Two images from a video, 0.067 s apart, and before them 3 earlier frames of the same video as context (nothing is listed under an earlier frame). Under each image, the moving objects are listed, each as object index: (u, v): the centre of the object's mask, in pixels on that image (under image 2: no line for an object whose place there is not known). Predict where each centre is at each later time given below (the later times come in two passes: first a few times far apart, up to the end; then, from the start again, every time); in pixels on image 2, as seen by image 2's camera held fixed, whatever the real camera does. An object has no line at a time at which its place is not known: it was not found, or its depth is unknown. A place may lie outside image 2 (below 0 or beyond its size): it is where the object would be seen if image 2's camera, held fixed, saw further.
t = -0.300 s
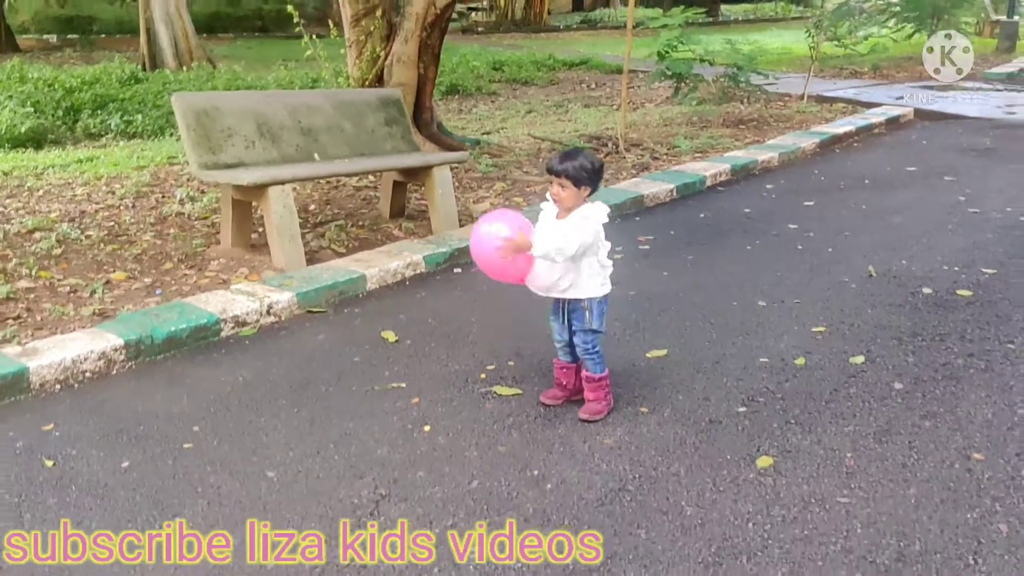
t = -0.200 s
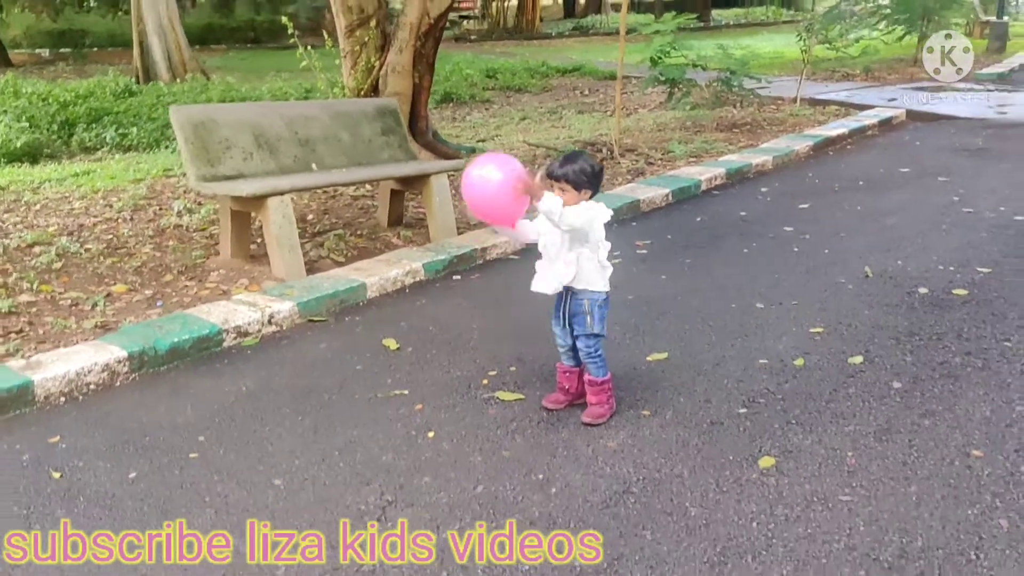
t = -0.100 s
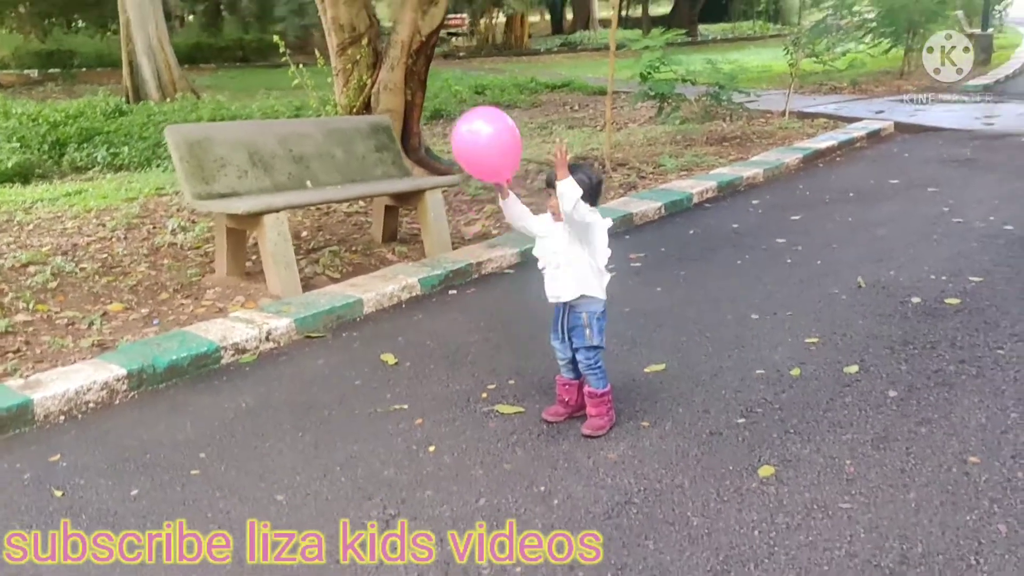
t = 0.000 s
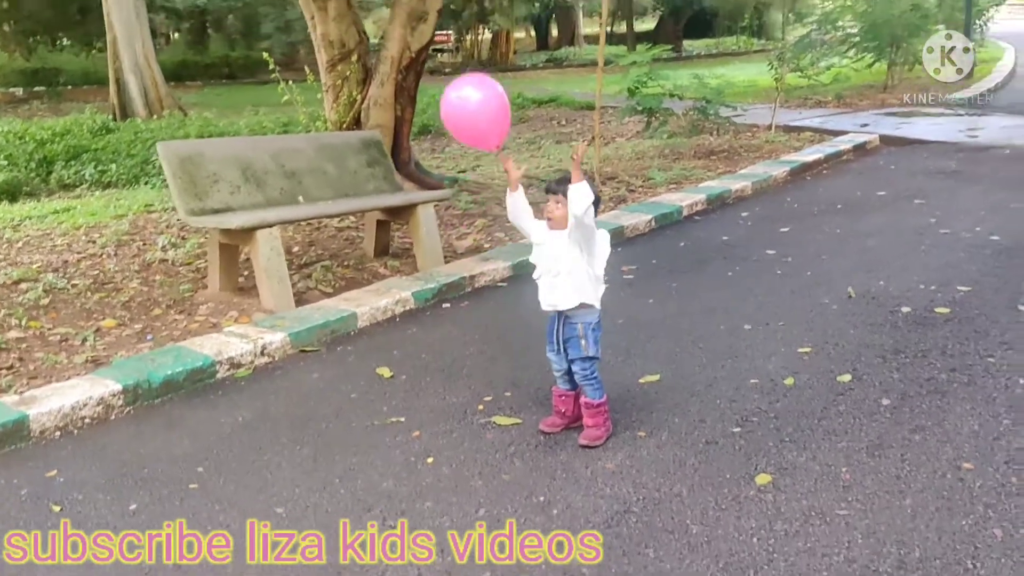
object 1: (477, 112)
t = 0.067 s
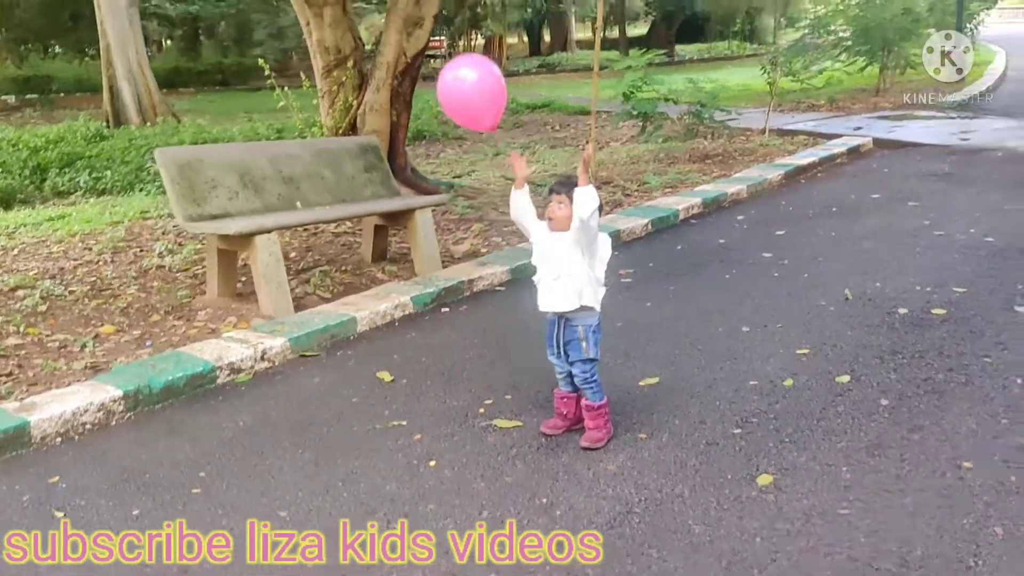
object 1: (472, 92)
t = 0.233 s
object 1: (473, 55)
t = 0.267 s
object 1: (473, 51)
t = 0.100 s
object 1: (472, 82)
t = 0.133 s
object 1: (471, 74)
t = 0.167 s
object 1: (472, 67)
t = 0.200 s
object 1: (473, 61)
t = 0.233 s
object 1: (473, 55)
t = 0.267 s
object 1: (473, 51)
